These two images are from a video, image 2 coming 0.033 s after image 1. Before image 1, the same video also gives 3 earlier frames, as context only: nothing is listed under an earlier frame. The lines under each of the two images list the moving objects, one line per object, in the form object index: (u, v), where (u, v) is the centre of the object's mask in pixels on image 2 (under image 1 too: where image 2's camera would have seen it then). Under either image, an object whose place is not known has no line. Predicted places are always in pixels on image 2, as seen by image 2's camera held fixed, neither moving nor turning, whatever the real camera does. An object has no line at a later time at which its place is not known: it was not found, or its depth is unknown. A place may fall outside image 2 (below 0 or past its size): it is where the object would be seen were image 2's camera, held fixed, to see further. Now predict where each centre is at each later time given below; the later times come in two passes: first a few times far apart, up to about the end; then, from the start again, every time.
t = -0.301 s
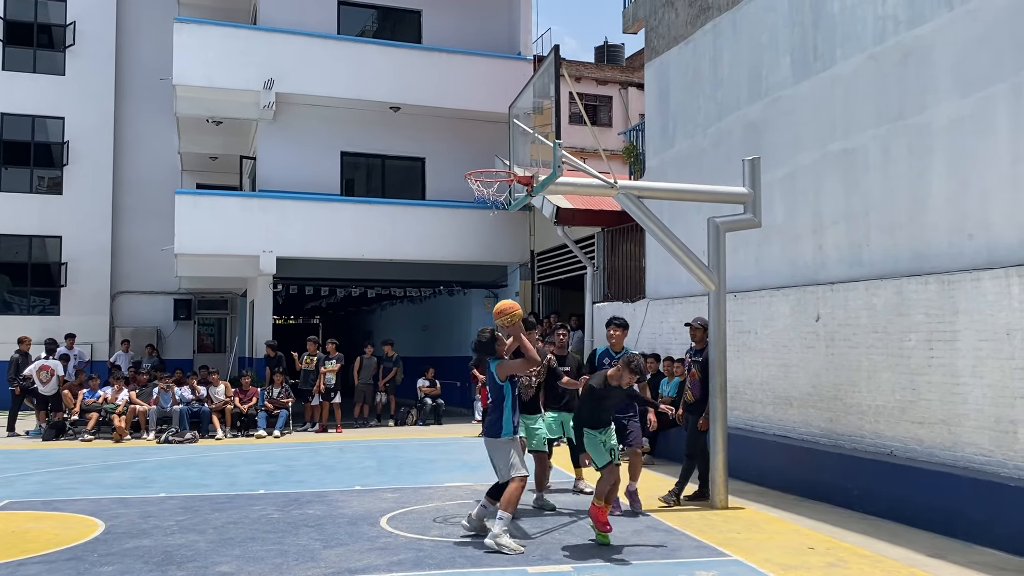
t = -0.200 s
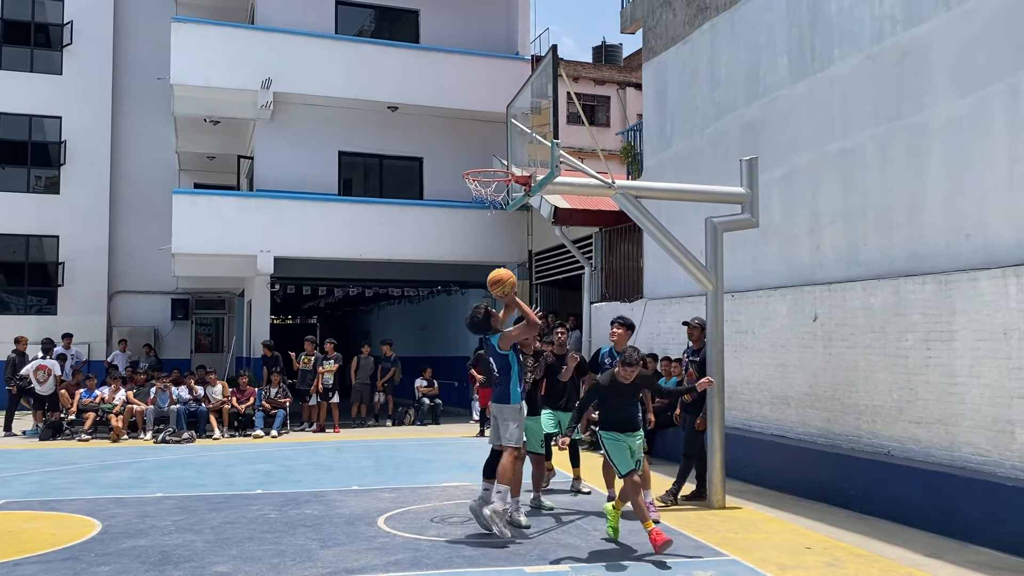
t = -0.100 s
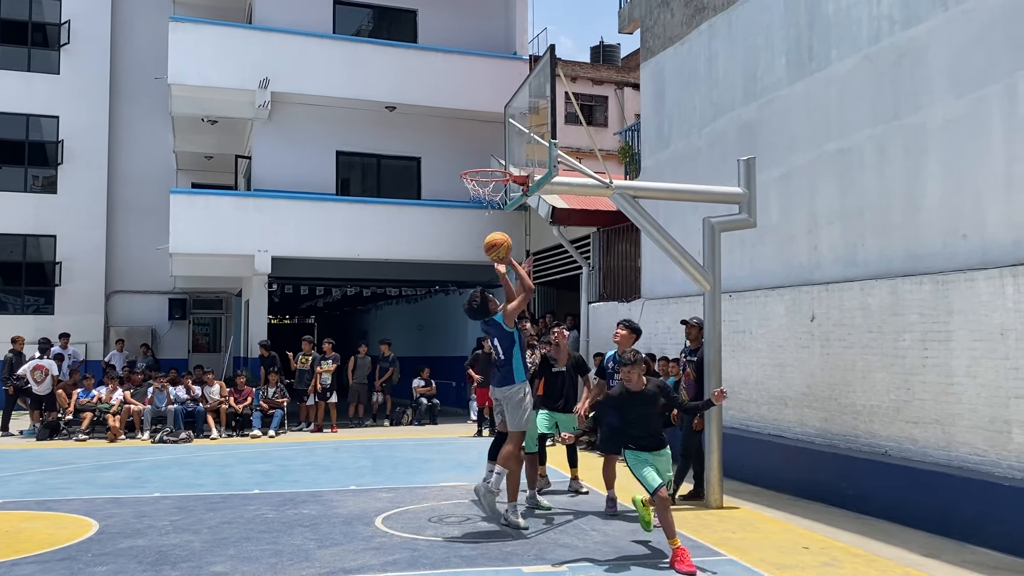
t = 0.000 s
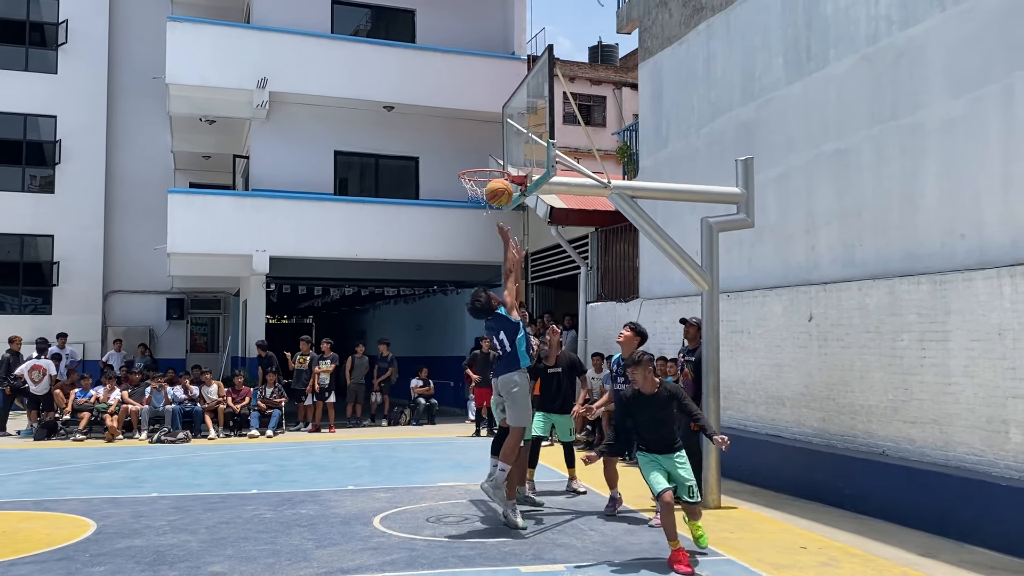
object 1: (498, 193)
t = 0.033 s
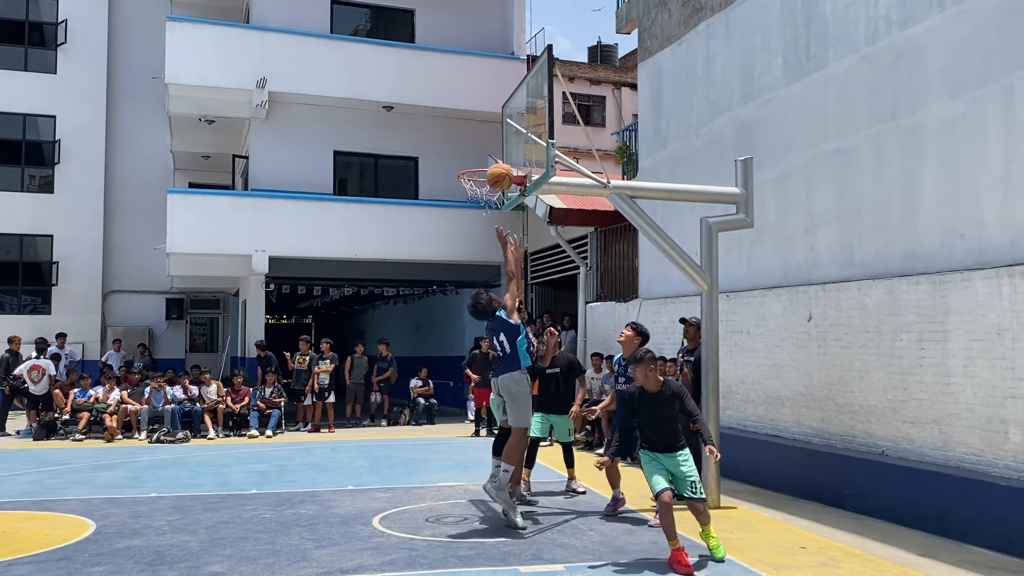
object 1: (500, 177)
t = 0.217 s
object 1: (509, 118)
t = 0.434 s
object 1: (509, 104)
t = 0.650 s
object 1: (491, 142)
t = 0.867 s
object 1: (476, 148)
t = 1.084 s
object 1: (461, 155)
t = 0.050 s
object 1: (500, 170)
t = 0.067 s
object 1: (502, 163)
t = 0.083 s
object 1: (502, 157)
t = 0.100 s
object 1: (503, 151)
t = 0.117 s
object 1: (504, 145)
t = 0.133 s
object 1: (505, 140)
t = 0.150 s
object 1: (505, 135)
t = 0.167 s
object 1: (506, 130)
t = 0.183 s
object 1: (507, 126)
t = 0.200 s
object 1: (508, 122)
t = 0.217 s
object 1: (509, 118)
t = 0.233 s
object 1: (509, 115)
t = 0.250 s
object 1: (510, 113)
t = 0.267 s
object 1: (510, 110)
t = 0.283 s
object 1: (511, 108)
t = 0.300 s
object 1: (512, 106)
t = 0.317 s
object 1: (512, 105)
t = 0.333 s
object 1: (513, 104)
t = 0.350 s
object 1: (513, 103)
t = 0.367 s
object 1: (514, 103)
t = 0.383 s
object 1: (513, 102)
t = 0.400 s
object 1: (512, 103)
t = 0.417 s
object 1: (510, 103)
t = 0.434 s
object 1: (509, 104)
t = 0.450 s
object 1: (508, 105)
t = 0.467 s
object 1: (506, 106)
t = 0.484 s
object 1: (505, 108)
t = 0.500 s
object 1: (503, 110)
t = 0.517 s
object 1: (502, 113)
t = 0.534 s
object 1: (501, 115)
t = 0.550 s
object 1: (499, 119)
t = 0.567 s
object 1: (498, 122)
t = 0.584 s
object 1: (496, 125)
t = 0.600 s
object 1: (495, 129)
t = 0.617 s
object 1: (494, 133)
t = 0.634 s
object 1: (493, 138)
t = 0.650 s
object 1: (491, 142)
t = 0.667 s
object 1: (490, 147)
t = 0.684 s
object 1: (489, 153)
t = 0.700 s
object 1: (487, 158)
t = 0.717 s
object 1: (486, 161)
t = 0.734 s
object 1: (485, 163)
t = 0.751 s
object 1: (484, 162)
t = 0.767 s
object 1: (483, 160)
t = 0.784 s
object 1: (482, 158)
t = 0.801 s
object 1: (481, 156)
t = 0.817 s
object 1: (479, 154)
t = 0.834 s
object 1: (478, 152)
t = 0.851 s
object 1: (477, 150)
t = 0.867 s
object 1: (476, 148)
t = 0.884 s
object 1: (475, 147)
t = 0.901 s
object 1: (474, 146)
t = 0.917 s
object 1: (473, 146)
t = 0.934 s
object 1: (472, 145)
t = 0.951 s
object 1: (471, 145)
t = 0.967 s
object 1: (470, 145)
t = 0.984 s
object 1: (468, 146)
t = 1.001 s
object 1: (467, 147)
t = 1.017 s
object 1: (466, 148)
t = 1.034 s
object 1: (465, 149)
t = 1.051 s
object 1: (464, 151)
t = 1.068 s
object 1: (463, 153)
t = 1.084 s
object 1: (461, 155)
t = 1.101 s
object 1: (460, 158)
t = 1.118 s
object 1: (459, 159)
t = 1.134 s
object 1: (457, 157)
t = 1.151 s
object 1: (456, 156)
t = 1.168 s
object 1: (454, 155)
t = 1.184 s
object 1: (453, 155)
